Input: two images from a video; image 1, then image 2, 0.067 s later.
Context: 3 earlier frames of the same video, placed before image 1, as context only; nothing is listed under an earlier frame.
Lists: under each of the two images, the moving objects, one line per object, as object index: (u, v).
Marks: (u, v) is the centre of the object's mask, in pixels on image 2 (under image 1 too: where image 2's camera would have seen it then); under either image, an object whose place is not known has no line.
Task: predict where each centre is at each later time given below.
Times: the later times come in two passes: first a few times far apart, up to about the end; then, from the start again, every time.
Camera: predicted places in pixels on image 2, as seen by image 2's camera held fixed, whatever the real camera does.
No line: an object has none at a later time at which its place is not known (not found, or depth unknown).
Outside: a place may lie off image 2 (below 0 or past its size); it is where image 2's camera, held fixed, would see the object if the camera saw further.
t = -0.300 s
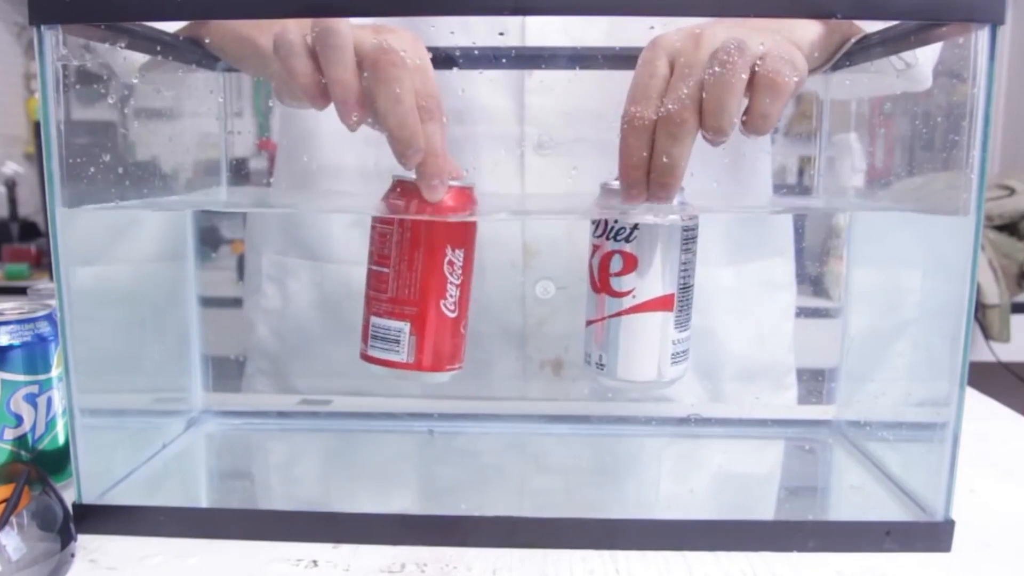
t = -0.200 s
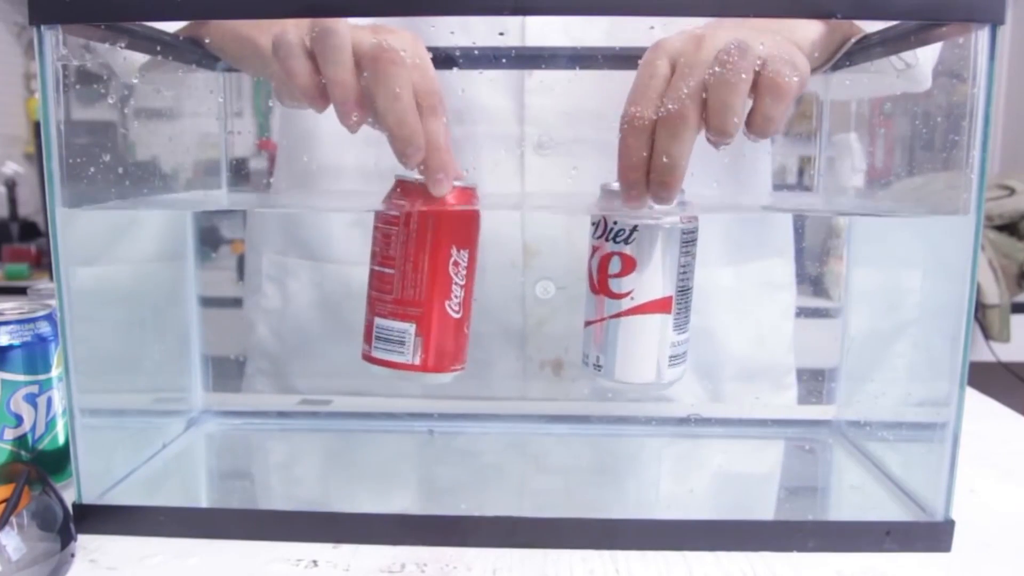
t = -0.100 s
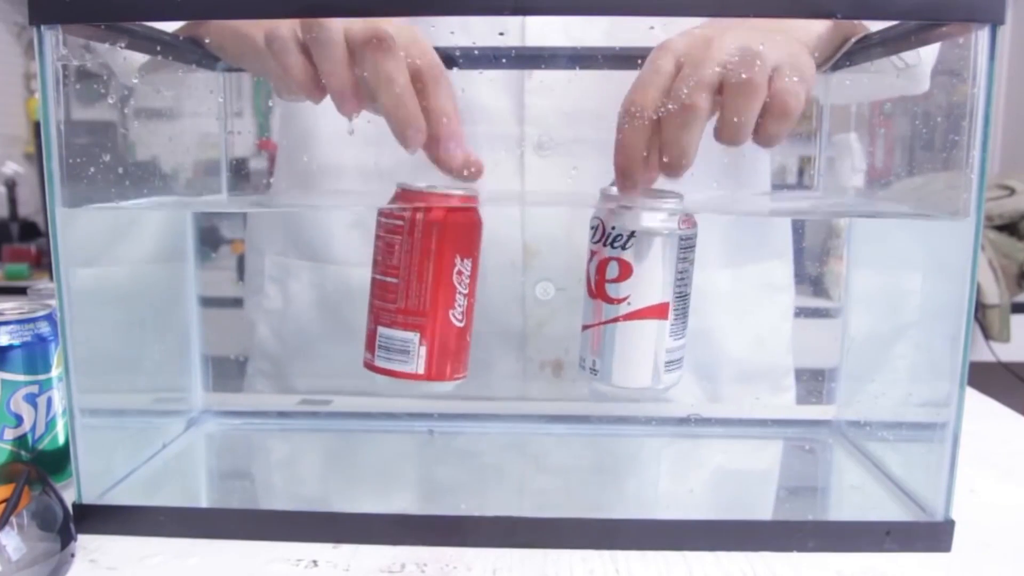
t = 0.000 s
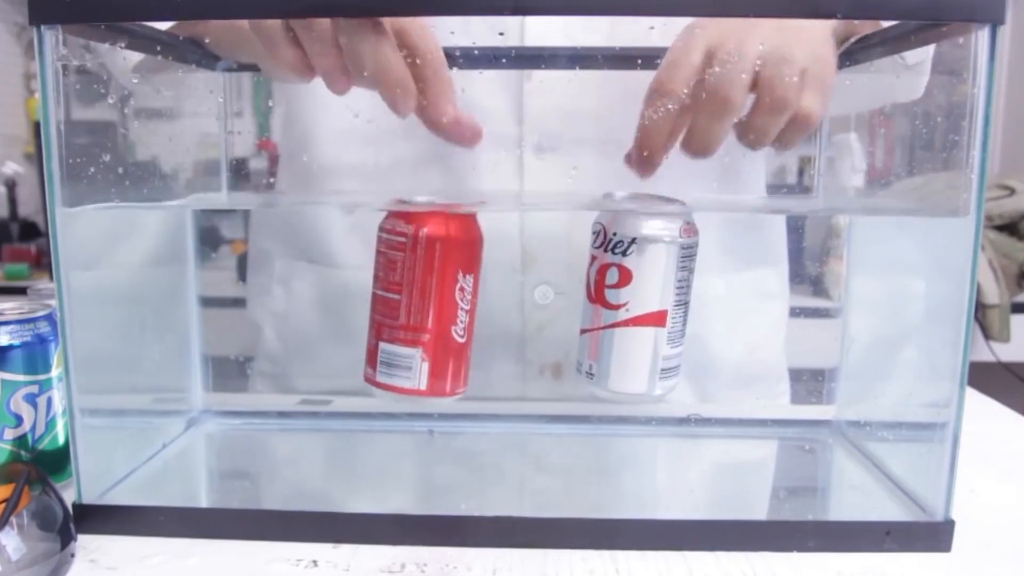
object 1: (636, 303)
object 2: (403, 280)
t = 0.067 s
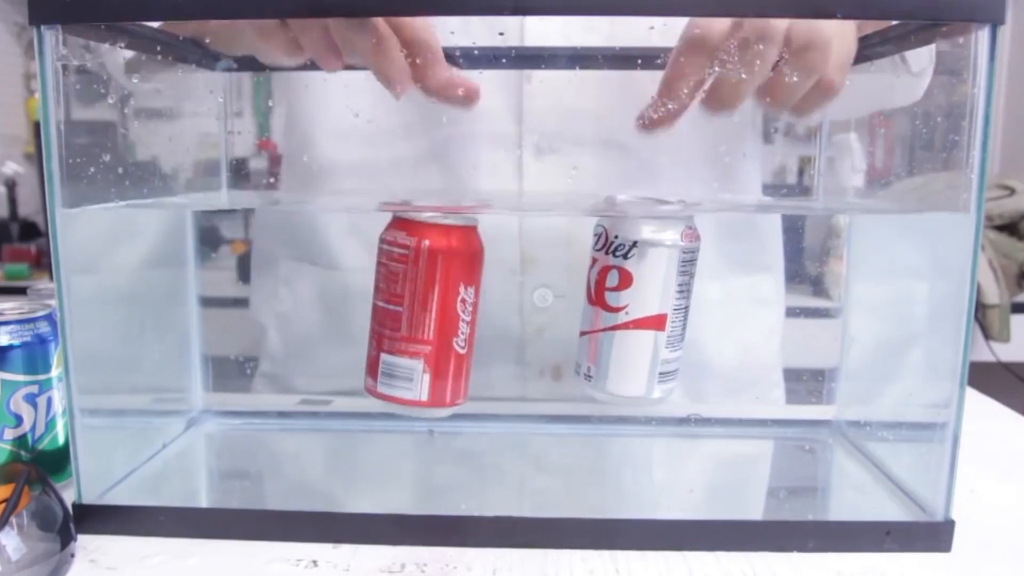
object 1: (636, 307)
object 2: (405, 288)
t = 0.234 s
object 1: (636, 305)
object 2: (410, 306)
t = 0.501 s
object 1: (636, 292)
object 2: (417, 333)
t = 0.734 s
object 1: (636, 290)
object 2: (423, 359)
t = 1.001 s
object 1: (633, 301)
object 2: (427, 370)
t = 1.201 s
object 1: (632, 304)
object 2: (433, 367)
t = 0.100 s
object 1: (636, 307)
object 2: (406, 291)
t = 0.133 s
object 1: (637, 304)
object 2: (407, 295)
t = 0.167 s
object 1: (637, 305)
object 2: (408, 299)
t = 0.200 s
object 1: (636, 306)
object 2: (409, 303)
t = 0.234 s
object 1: (636, 305)
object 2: (410, 306)
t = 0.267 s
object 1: (636, 305)
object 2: (411, 309)
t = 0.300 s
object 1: (636, 305)
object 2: (411, 313)
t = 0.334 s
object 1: (635, 305)
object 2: (412, 316)
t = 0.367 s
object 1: (635, 304)
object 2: (413, 319)
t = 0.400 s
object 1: (636, 304)
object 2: (413, 323)
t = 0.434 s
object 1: (636, 294)
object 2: (415, 327)
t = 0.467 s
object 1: (636, 293)
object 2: (416, 330)
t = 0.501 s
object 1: (636, 292)
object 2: (417, 333)
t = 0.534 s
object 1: (636, 291)
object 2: (418, 337)
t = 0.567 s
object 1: (636, 290)
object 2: (419, 341)
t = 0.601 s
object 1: (636, 289)
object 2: (420, 345)
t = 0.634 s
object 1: (636, 289)
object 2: (421, 348)
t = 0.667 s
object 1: (636, 289)
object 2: (422, 352)
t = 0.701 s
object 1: (636, 289)
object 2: (422, 356)
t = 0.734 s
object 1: (636, 290)
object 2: (423, 359)
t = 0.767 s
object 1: (636, 291)
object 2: (423, 362)
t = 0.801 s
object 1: (636, 292)
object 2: (423, 366)
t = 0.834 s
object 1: (636, 294)
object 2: (423, 368)
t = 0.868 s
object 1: (636, 295)
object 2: (423, 368)
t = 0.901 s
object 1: (635, 297)
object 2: (424, 368)
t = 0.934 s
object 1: (635, 298)
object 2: (425, 368)
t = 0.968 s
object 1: (634, 299)
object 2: (426, 369)
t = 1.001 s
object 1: (633, 301)
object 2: (427, 370)
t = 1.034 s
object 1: (633, 301)
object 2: (429, 367)
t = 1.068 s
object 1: (633, 301)
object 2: (430, 367)
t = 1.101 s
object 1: (632, 304)
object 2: (431, 367)
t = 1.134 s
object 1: (632, 304)
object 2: (431, 367)
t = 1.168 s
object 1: (632, 305)
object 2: (432, 367)
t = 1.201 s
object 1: (632, 304)
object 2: (433, 367)
